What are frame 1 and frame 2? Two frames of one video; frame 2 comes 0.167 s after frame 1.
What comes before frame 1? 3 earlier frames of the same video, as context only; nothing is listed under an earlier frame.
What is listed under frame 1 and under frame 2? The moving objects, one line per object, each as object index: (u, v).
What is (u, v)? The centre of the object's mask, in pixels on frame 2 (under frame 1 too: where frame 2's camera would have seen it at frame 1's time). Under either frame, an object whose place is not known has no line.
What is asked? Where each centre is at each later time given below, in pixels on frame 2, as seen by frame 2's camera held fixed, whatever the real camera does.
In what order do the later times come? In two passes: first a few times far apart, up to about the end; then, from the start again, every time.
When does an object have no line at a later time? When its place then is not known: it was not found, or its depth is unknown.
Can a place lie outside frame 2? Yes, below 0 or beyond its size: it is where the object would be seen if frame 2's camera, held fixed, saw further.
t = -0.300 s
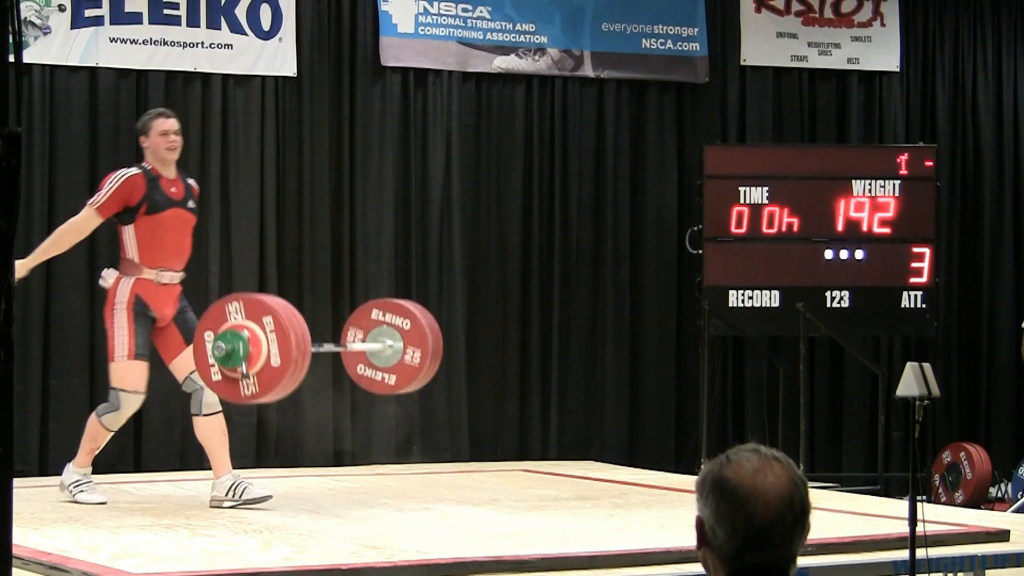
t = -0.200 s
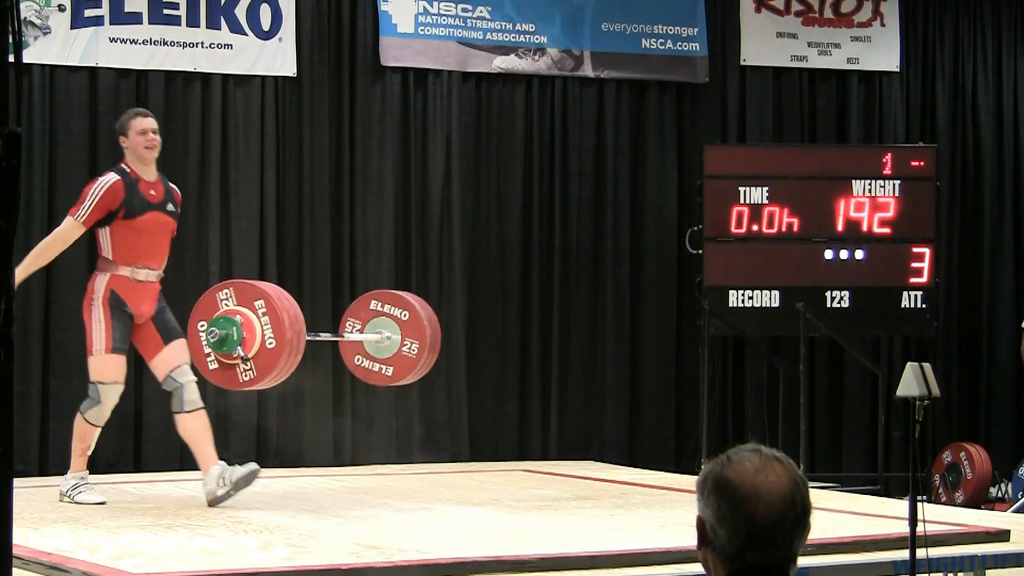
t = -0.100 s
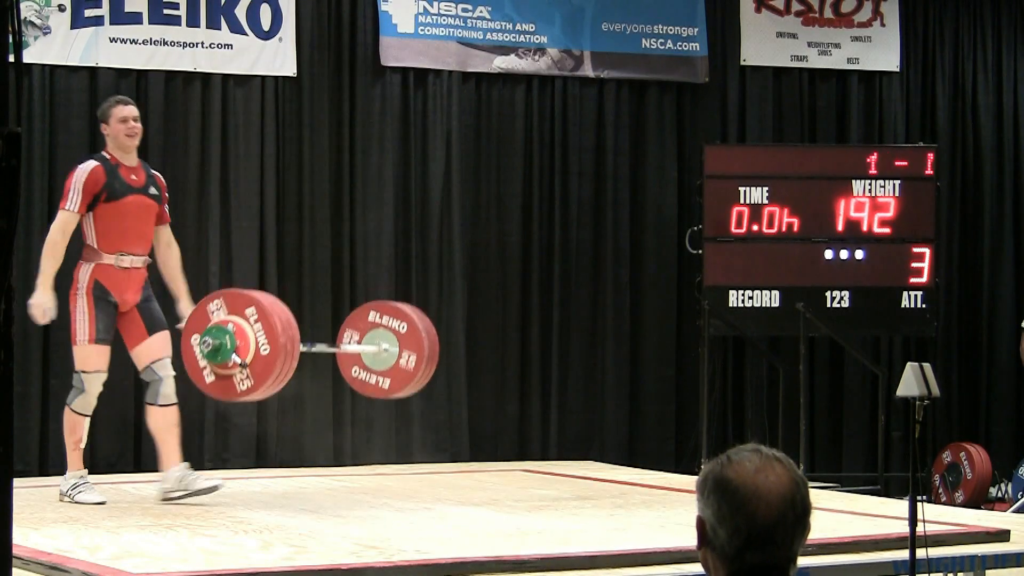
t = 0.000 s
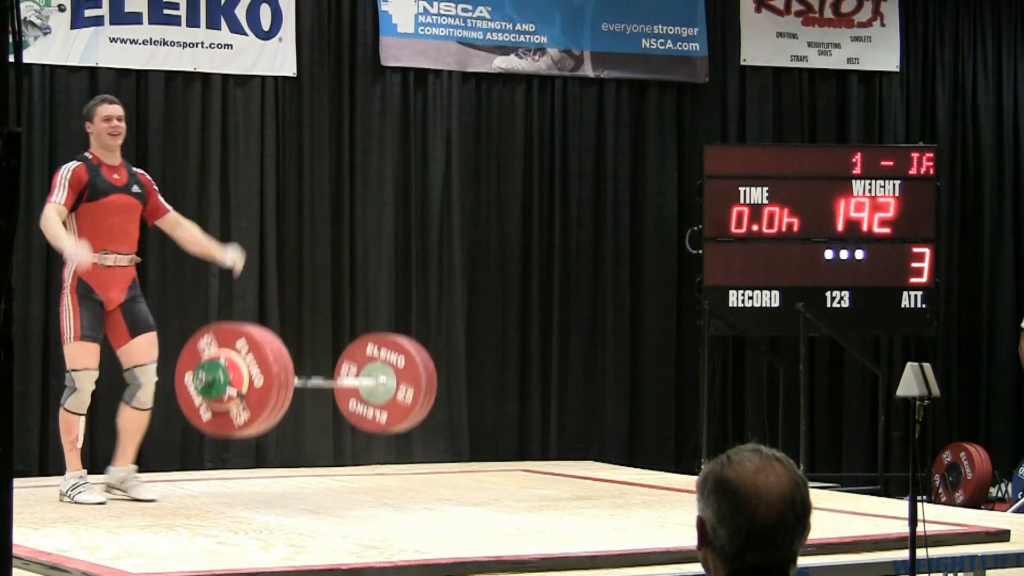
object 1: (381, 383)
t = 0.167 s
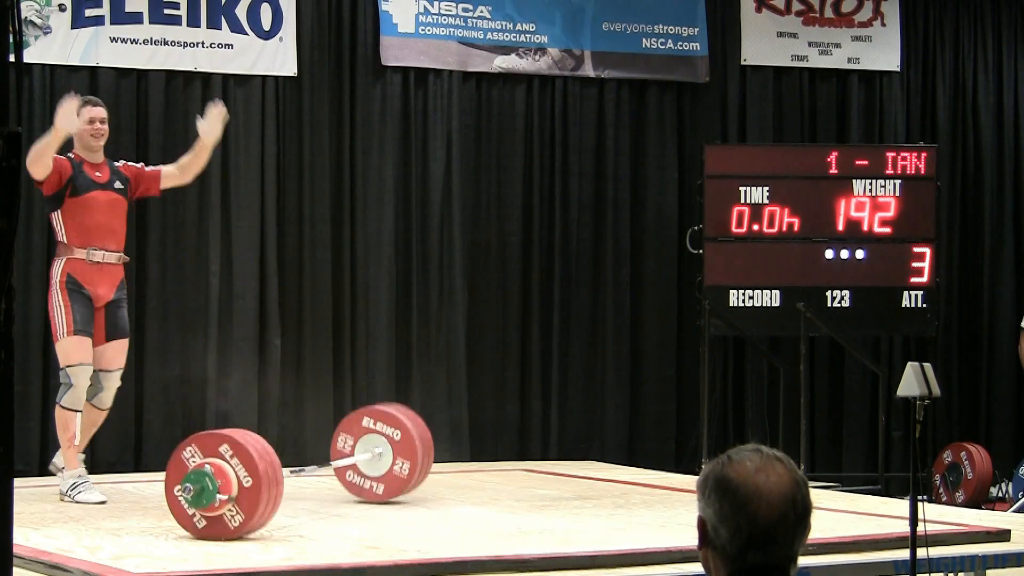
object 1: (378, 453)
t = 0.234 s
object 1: (376, 438)
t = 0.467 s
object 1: (368, 459)
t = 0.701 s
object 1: (375, 459)
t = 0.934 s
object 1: (379, 459)
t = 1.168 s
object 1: (384, 459)
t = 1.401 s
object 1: (387, 459)
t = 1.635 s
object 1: (392, 459)
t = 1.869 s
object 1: (396, 459)
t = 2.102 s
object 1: (398, 459)
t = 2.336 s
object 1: (402, 459)
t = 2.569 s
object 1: (406, 460)
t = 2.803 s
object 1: (409, 460)
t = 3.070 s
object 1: (419, 460)
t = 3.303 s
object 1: (421, 460)
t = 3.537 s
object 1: (420, 461)
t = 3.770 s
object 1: (428, 460)
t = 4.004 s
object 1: (431, 460)
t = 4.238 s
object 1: (435, 461)
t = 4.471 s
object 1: (438, 461)
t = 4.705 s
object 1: (435, 462)
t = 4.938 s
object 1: (442, 461)
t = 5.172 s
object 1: (445, 461)
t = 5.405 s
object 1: (447, 462)
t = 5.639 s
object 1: (442, 462)
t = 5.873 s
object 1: (443, 462)
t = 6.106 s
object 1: (443, 462)
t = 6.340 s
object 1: (444, 462)
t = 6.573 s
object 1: (444, 462)
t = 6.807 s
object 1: (451, 462)
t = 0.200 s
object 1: (375, 444)
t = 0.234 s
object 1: (376, 438)
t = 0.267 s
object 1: (374, 435)
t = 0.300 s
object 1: (372, 433)
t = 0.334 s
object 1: (372, 433)
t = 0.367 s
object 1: (371, 437)
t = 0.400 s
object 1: (369, 442)
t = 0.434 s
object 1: (369, 449)
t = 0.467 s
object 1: (368, 459)
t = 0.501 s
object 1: (368, 459)
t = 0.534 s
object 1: (370, 456)
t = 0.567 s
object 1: (371, 455)
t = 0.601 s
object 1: (371, 456)
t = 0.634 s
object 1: (374, 459)
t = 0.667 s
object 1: (375, 459)
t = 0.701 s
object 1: (375, 459)
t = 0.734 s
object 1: (375, 460)
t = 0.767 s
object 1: (376, 459)
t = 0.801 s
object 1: (377, 459)
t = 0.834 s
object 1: (378, 459)
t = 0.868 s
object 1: (377, 459)
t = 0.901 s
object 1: (377, 459)
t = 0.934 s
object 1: (379, 459)
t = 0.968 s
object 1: (380, 459)
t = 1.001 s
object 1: (380, 459)
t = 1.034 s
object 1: (380, 459)
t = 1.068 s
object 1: (382, 459)
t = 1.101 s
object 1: (383, 459)
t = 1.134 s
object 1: (383, 459)
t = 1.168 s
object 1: (384, 459)
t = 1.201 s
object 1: (385, 459)
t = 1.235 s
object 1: (389, 459)
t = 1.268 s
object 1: (386, 459)
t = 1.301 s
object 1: (387, 459)
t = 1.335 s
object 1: (387, 459)
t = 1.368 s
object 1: (386, 459)
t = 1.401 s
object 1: (387, 459)
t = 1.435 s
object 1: (387, 460)
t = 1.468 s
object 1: (387, 460)
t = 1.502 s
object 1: (388, 459)
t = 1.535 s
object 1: (389, 459)
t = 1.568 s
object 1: (389, 459)
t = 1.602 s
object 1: (391, 459)
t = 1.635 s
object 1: (392, 459)
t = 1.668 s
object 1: (393, 459)
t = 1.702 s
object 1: (393, 459)
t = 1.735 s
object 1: (394, 459)
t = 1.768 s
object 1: (394, 459)
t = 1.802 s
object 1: (394, 459)
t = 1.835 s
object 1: (395, 459)
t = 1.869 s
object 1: (396, 459)
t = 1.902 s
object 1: (396, 459)
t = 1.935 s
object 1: (396, 459)
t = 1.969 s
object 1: (396, 459)
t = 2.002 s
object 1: (397, 459)
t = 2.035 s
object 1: (397, 459)
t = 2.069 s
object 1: (398, 459)
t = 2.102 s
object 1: (398, 459)
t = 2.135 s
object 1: (399, 459)
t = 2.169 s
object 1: (399, 459)
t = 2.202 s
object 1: (400, 459)
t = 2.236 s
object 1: (400, 459)
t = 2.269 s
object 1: (401, 459)
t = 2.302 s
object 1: (401, 459)
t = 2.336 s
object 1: (402, 459)
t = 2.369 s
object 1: (403, 459)
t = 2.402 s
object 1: (404, 459)
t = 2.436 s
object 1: (404, 459)
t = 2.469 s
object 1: (405, 459)
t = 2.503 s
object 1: (405, 460)
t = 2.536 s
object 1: (406, 460)
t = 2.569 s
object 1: (406, 460)
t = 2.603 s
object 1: (406, 460)
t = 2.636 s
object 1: (406, 460)
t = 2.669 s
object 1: (407, 460)
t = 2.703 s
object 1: (408, 460)
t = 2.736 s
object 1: (408, 460)
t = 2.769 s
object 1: (409, 460)
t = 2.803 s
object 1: (409, 460)
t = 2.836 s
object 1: (410, 460)
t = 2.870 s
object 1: (411, 460)
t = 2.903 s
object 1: (412, 460)
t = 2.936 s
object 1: (417, 460)
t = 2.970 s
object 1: (417, 460)
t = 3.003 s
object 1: (418, 460)
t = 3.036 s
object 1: (418, 460)
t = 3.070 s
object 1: (419, 460)
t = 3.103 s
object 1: (419, 460)
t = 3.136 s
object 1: (420, 460)
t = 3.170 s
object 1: (420, 460)
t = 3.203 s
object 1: (420, 460)
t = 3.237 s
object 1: (421, 460)
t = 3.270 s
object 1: (421, 460)
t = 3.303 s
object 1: (421, 460)
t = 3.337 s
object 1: (417, 460)
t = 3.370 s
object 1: (422, 460)
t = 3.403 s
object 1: (422, 460)
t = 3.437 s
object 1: (423, 460)
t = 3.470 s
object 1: (419, 460)
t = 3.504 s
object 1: (420, 461)
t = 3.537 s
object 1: (420, 461)
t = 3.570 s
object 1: (426, 460)
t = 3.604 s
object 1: (421, 460)
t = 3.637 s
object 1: (427, 460)
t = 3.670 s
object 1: (427, 460)
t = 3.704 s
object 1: (428, 460)
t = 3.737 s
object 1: (428, 460)
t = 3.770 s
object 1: (428, 460)
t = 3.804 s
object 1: (429, 460)
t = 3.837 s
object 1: (430, 460)
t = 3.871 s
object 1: (430, 460)
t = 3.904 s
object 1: (430, 460)
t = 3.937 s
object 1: (430, 461)
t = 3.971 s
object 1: (430, 460)
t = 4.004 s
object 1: (431, 460)
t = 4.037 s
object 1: (431, 460)
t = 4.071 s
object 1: (432, 461)
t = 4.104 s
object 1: (432, 461)
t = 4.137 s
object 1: (433, 461)
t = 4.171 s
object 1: (433, 461)
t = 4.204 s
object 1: (434, 461)
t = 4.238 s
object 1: (435, 461)
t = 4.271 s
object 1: (435, 461)
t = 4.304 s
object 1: (436, 461)
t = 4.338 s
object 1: (436, 461)
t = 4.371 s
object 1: (437, 461)
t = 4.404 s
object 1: (437, 461)
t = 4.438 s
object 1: (437, 461)
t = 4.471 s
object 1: (438, 461)
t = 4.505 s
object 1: (438, 461)
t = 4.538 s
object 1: (438, 461)
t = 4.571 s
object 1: (433, 462)
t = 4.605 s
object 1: (434, 461)
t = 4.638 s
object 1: (434, 461)
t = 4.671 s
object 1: (435, 462)
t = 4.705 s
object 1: (435, 462)
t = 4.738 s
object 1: (435, 461)
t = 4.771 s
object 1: (441, 461)
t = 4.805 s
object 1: (441, 461)
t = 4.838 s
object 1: (441, 461)
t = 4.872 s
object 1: (442, 461)
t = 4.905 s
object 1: (442, 461)
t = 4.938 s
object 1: (442, 461)
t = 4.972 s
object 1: (443, 461)
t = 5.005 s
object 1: (443, 461)
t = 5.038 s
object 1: (443, 461)
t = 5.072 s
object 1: (444, 461)
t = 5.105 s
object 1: (444, 461)
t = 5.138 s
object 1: (444, 461)
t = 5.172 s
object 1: (445, 461)
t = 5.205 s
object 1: (445, 461)
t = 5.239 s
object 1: (445, 461)
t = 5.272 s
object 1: (446, 462)
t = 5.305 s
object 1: (446, 461)
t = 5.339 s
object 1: (446, 461)
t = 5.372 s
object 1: (446, 461)
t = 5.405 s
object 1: (447, 462)
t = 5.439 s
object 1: (447, 461)
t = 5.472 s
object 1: (447, 462)
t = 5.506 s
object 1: (447, 461)
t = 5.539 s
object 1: (448, 462)
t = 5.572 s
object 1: (448, 462)
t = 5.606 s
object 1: (448, 462)
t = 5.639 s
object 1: (442, 462)
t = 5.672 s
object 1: (442, 462)
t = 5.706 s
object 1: (448, 462)
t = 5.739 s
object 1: (442, 462)
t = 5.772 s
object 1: (442, 462)
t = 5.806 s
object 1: (442, 462)
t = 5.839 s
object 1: (442, 462)
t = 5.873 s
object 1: (443, 462)
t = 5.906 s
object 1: (443, 462)
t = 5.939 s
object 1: (443, 462)
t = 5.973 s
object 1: (443, 462)
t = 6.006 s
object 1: (443, 462)
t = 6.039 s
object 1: (443, 462)
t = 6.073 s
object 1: (443, 462)
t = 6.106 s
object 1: (443, 462)
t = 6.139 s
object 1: (443, 462)
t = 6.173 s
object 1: (443, 462)
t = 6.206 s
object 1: (444, 462)
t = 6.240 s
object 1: (444, 462)
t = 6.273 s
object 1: (444, 462)
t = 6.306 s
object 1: (444, 462)
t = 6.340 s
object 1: (444, 462)
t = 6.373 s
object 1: (444, 462)
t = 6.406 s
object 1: (444, 462)
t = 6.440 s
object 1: (444, 462)
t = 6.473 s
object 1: (444, 462)
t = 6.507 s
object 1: (444, 462)
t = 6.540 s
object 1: (444, 462)
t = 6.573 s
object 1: (444, 462)
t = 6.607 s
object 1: (444, 462)
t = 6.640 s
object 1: (444, 462)
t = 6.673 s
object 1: (444, 462)
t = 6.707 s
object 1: (444, 462)
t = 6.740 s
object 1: (444, 462)
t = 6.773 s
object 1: (451, 462)
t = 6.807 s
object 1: (451, 462)
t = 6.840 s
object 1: (451, 462)
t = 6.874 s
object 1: (449, 462)
